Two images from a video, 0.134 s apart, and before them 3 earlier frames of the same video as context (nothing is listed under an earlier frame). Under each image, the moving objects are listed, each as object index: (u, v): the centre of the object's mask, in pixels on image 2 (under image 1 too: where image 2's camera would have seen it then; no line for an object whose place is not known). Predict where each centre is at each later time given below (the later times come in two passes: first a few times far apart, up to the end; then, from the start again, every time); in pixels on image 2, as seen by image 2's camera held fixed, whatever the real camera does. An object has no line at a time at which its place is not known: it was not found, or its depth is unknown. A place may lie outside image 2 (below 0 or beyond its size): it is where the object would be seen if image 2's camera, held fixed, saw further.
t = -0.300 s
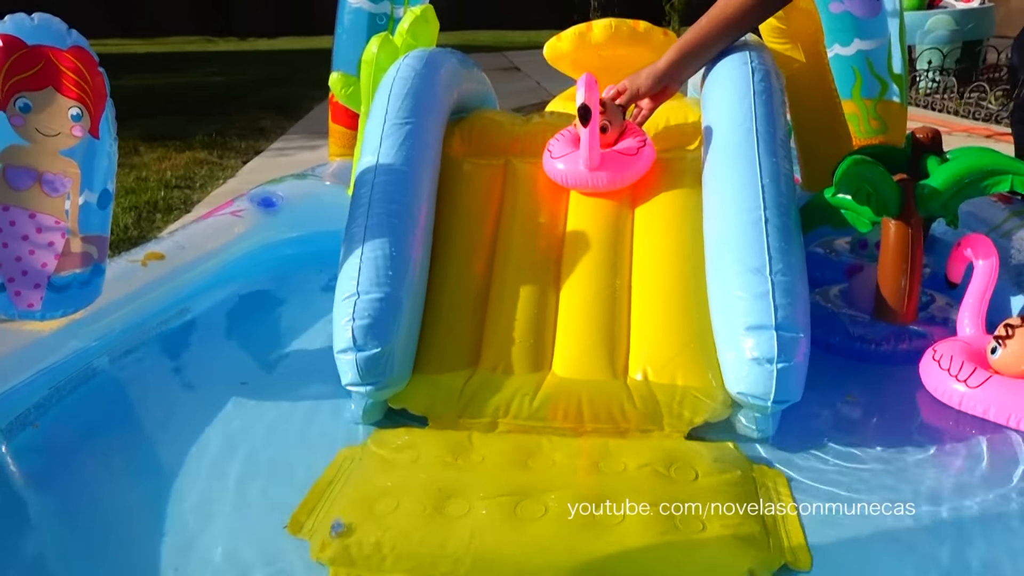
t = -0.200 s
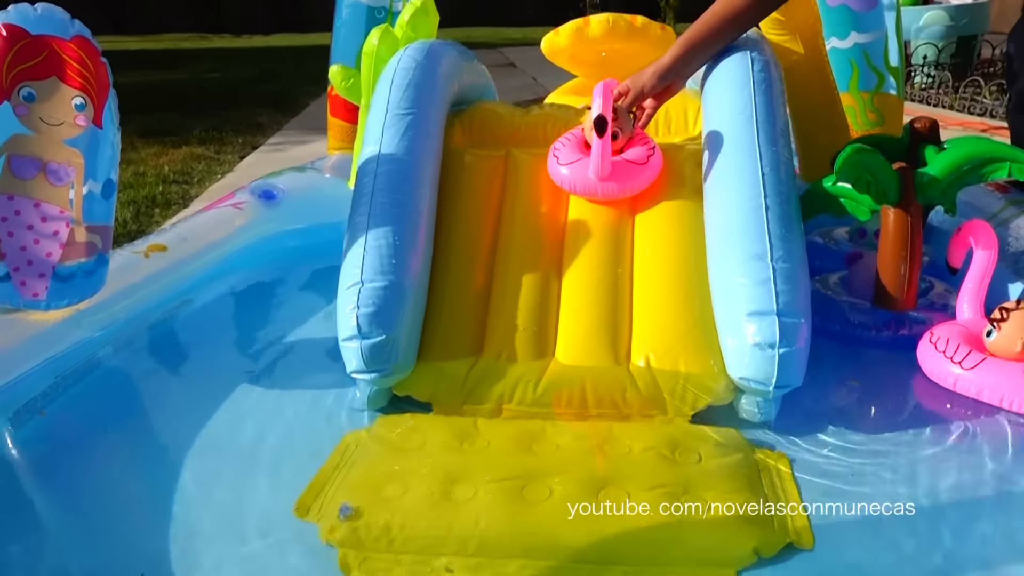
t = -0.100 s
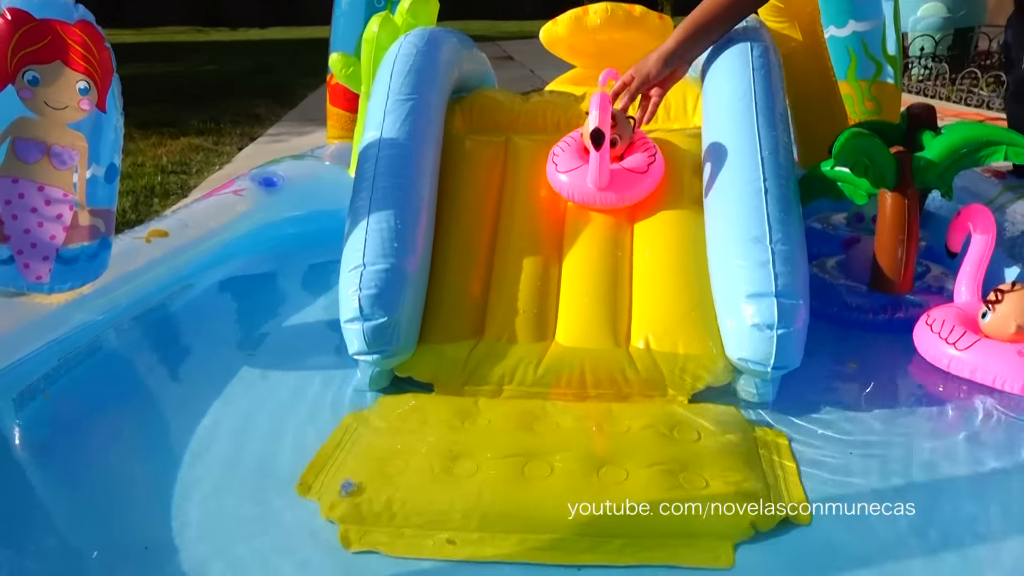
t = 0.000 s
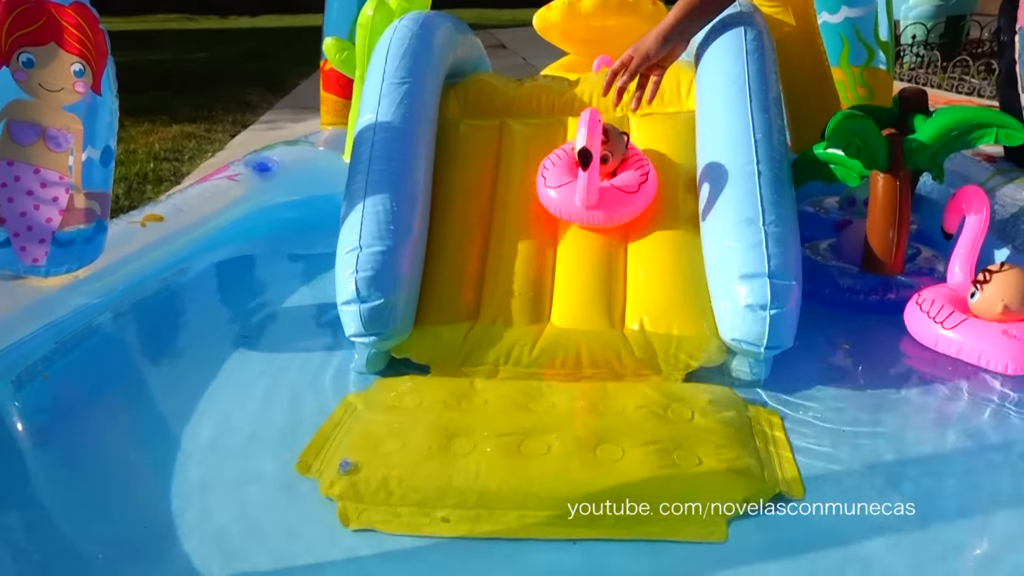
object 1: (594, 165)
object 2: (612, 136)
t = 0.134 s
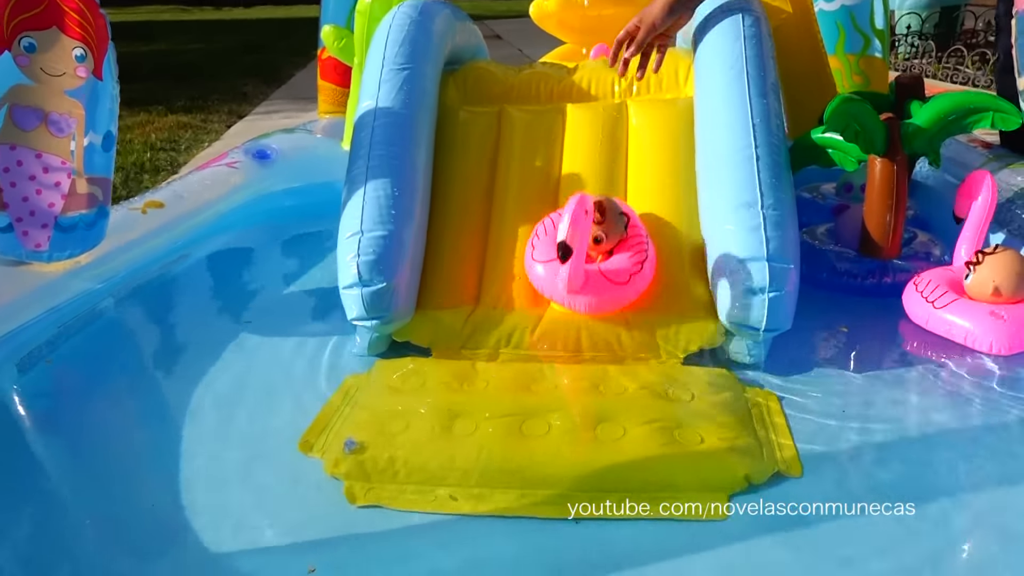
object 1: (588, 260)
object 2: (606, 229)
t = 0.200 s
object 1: (591, 296)
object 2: (604, 278)
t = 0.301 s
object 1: (594, 319)
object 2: (602, 327)
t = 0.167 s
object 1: (586, 285)
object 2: (605, 255)
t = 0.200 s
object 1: (591, 296)
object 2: (604, 278)
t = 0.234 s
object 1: (593, 309)
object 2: (604, 302)
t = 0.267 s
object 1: (594, 317)
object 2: (603, 316)
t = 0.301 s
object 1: (594, 319)
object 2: (602, 327)
